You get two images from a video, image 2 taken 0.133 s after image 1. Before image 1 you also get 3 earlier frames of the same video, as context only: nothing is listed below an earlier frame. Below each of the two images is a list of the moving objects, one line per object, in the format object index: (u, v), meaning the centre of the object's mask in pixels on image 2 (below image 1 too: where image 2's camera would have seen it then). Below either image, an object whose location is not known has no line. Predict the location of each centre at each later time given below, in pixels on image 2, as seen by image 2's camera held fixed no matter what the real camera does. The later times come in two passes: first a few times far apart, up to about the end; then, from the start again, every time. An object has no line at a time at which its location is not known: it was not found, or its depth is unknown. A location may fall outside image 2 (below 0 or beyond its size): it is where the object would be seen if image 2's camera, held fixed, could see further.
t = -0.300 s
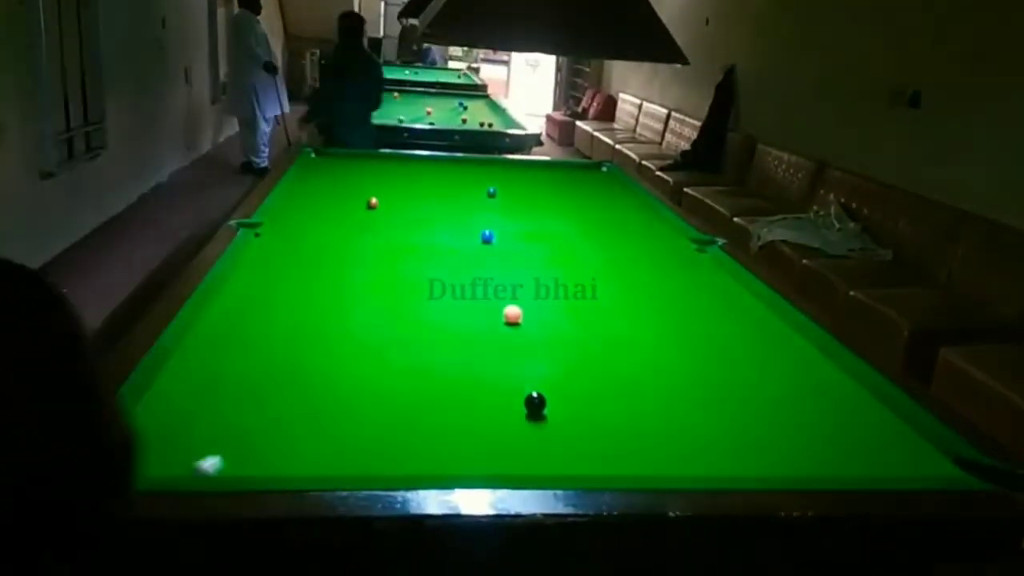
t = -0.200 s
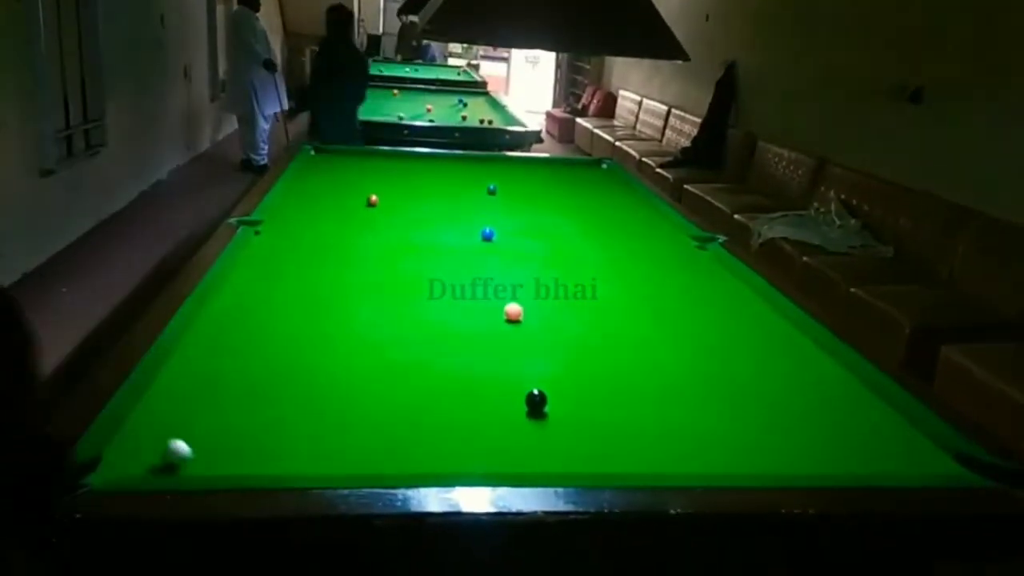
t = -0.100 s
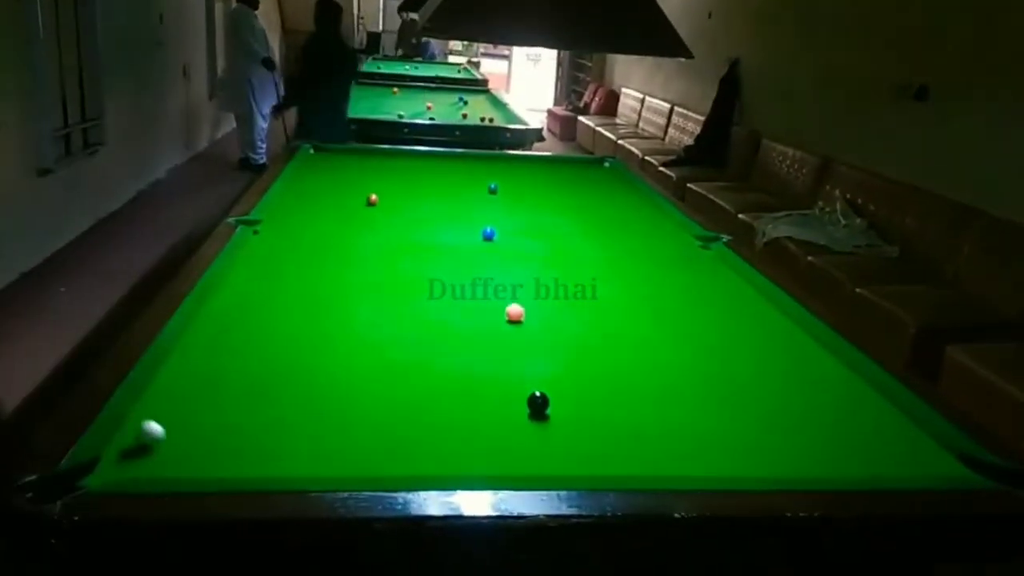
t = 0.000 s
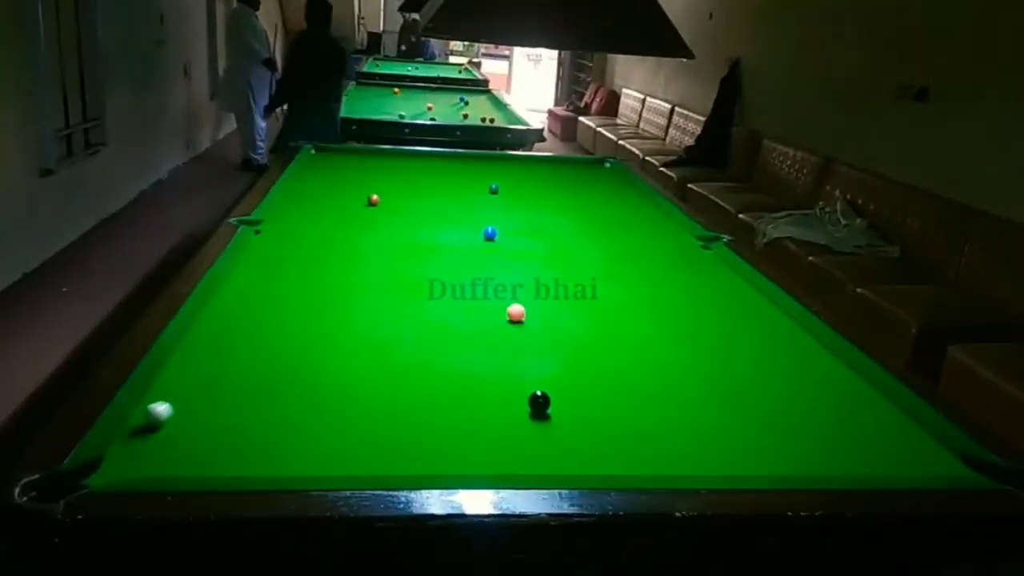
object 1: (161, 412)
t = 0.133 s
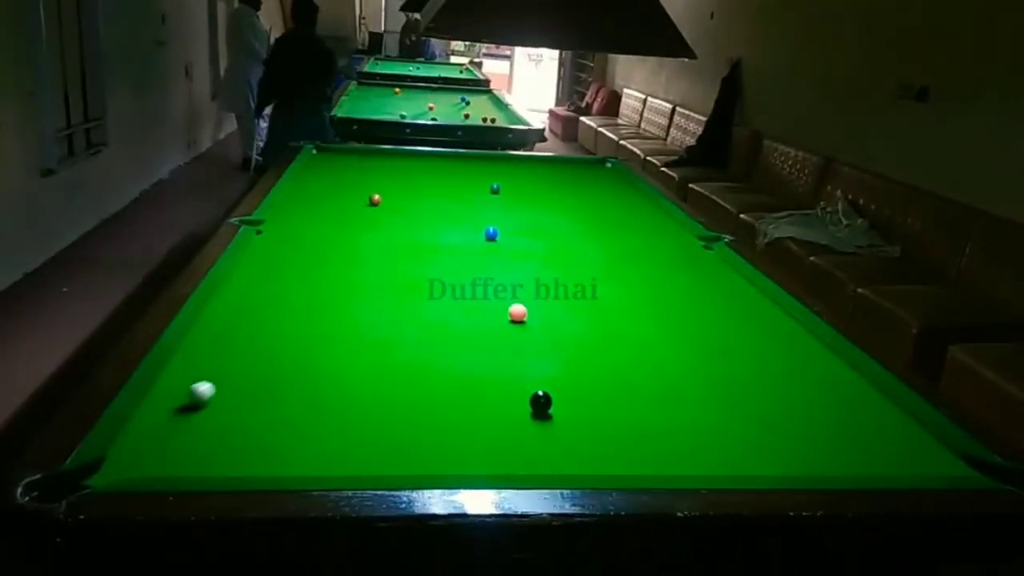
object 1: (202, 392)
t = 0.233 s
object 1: (230, 378)
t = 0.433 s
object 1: (278, 355)
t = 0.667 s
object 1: (323, 331)
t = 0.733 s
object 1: (335, 326)
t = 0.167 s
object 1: (212, 387)
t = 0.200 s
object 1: (221, 383)
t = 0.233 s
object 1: (230, 378)
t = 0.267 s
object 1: (238, 374)
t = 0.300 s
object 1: (246, 370)
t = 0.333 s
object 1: (255, 366)
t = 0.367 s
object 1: (262, 362)
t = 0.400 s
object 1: (270, 358)
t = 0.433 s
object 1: (278, 355)
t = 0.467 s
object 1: (285, 351)
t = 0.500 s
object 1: (291, 348)
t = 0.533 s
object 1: (299, 344)
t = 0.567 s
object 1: (305, 341)
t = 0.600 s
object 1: (311, 338)
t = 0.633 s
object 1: (317, 335)
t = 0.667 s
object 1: (323, 331)
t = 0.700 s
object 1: (329, 329)
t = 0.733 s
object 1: (335, 326)
